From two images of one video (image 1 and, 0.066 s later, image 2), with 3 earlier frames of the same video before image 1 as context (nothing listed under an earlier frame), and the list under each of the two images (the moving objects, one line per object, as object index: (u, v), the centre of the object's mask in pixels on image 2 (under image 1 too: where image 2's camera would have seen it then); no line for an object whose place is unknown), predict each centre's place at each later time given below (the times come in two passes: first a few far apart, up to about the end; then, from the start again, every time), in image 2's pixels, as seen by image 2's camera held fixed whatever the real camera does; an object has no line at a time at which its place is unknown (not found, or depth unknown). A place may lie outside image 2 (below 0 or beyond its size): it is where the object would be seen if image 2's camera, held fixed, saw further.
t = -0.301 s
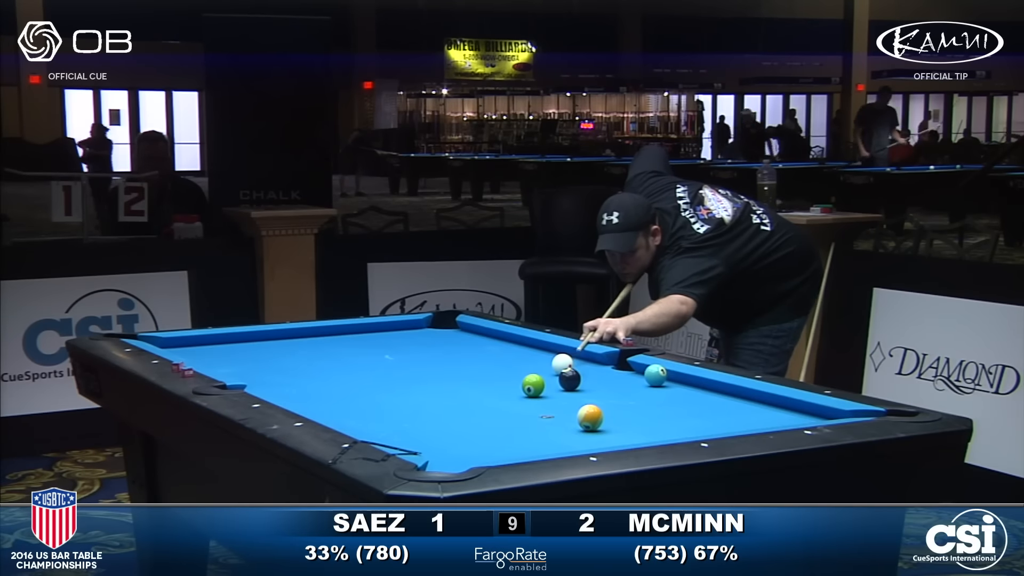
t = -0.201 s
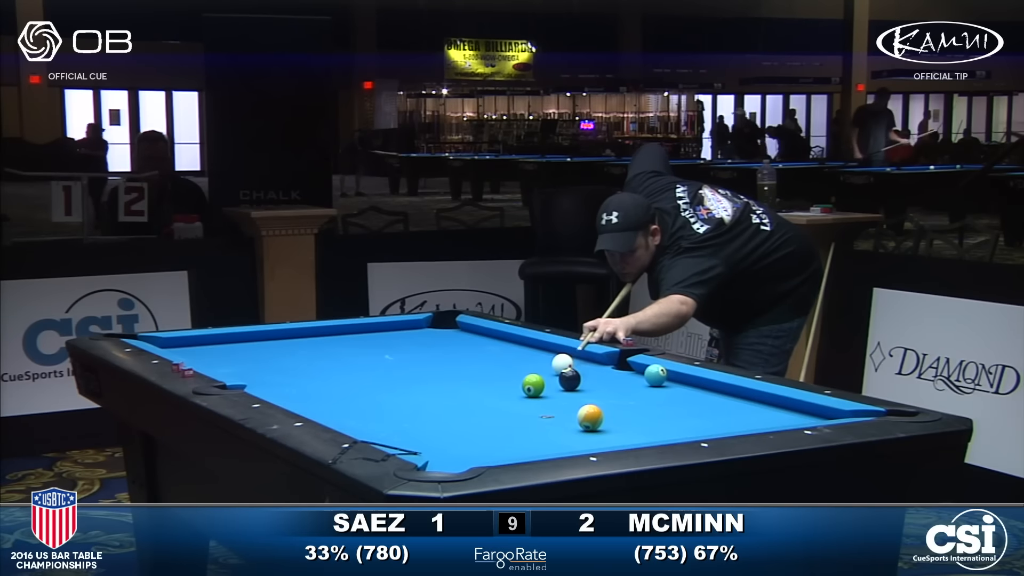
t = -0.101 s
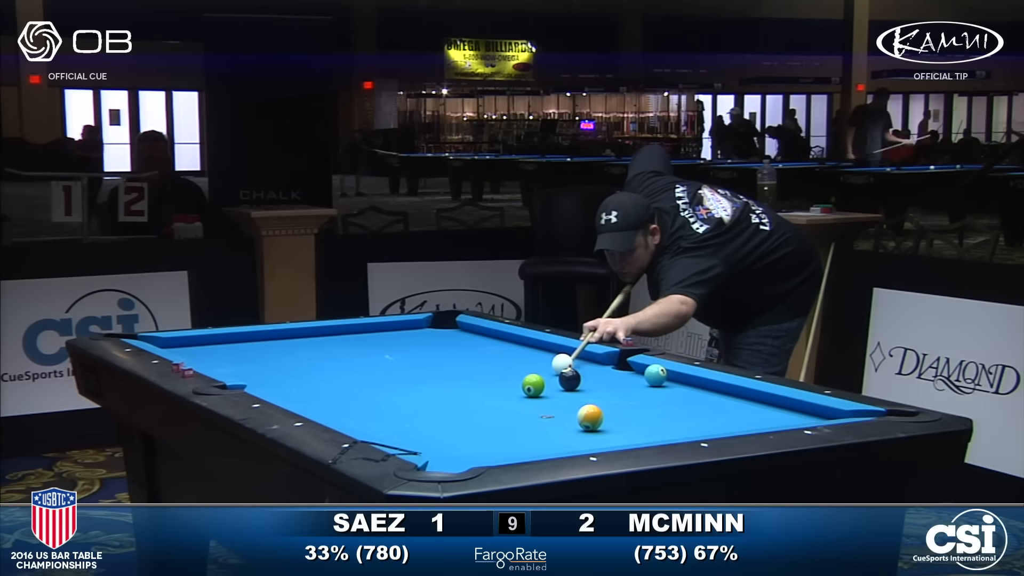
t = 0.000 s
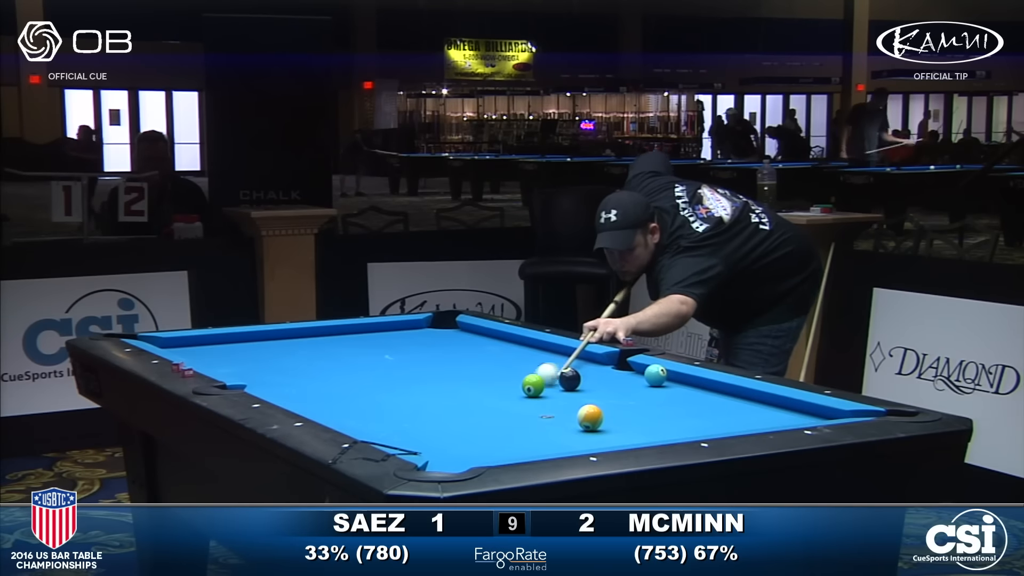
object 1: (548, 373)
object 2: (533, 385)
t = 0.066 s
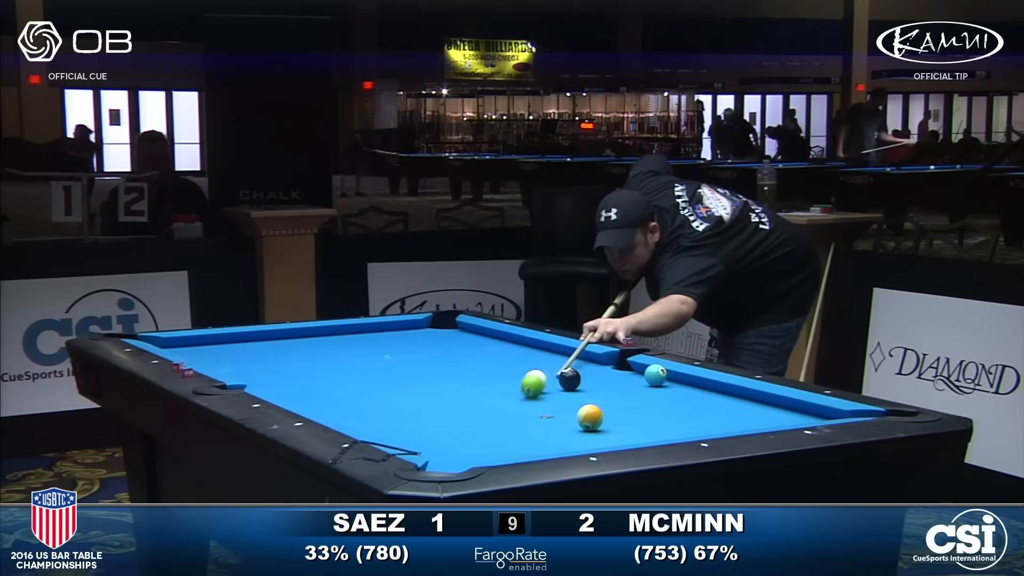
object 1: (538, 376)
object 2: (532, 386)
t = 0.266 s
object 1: (528, 379)
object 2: (510, 411)
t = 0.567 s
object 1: (522, 374)
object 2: (474, 451)
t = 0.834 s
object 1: (518, 371)
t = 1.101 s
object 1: (514, 368)
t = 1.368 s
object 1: (510, 365)
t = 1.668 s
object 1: (508, 363)
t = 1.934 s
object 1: (505, 361)
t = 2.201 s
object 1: (503, 360)
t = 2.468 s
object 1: (502, 358)
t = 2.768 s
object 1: (500, 358)
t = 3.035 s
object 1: (498, 357)
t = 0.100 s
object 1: (535, 377)
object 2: (528, 391)
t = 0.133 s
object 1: (532, 378)
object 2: (524, 395)
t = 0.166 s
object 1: (530, 379)
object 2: (521, 399)
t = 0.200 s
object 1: (529, 380)
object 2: (517, 403)
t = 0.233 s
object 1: (529, 379)
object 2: (513, 407)
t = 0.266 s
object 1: (528, 379)
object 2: (510, 411)
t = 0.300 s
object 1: (527, 378)
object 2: (506, 415)
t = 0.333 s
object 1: (527, 377)
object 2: (502, 419)
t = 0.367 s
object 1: (526, 377)
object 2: (499, 423)
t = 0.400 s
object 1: (526, 377)
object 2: (495, 427)
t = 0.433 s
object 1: (525, 376)
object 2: (491, 431)
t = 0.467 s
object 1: (524, 375)
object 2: (487, 436)
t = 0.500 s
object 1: (524, 375)
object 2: (483, 441)
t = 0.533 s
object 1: (523, 375)
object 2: (478, 446)
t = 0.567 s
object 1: (522, 374)
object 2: (474, 451)
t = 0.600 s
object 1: (522, 374)
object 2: (469, 455)
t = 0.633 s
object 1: (521, 373)
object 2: (464, 458)
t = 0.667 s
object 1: (521, 373)
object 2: (459, 462)
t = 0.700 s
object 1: (520, 372)
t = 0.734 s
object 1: (520, 372)
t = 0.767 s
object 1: (519, 372)
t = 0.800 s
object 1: (519, 371)
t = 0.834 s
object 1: (518, 371)
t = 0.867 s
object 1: (518, 370)
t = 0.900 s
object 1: (517, 370)
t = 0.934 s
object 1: (517, 370)
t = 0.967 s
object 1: (516, 369)
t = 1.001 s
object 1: (516, 369)
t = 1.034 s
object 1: (515, 368)
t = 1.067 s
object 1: (515, 368)
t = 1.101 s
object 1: (514, 368)
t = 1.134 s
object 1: (513, 367)
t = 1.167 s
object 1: (513, 367)
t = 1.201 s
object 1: (512, 367)
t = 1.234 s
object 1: (512, 366)
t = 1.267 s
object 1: (512, 366)
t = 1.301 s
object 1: (511, 366)
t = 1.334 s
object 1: (511, 366)
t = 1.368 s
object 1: (510, 365)
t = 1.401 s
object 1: (510, 365)
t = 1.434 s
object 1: (510, 365)
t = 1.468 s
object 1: (509, 364)
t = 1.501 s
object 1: (509, 364)
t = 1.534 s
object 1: (509, 364)
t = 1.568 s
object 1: (508, 364)
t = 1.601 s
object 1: (508, 363)
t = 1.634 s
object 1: (508, 363)
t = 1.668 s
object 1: (508, 363)
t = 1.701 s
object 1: (507, 363)
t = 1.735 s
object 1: (507, 362)
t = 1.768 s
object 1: (507, 362)
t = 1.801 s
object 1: (507, 362)
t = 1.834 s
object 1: (506, 362)
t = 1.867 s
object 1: (506, 361)
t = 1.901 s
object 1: (506, 361)
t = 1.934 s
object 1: (505, 361)
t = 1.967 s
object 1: (505, 361)
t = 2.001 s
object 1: (505, 361)
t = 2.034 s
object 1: (505, 360)
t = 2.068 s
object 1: (504, 360)
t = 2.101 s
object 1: (504, 360)
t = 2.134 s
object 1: (504, 360)
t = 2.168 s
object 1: (504, 360)
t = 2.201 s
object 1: (503, 360)
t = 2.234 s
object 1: (503, 359)
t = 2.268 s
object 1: (503, 359)
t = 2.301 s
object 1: (503, 359)
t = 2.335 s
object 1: (503, 359)
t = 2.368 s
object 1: (503, 359)
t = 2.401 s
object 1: (502, 359)
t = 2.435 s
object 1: (502, 359)
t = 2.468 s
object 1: (502, 358)
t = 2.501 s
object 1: (502, 358)
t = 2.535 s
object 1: (502, 358)
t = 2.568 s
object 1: (502, 358)
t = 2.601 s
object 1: (501, 358)
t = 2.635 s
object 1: (501, 358)
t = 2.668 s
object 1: (501, 358)
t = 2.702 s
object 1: (501, 358)
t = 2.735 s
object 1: (500, 358)
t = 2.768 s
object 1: (500, 358)
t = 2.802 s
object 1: (500, 358)
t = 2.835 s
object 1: (500, 358)
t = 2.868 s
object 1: (499, 357)
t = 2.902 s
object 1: (499, 357)
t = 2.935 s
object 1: (499, 357)
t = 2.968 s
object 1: (499, 357)
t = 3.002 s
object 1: (498, 357)
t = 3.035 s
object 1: (498, 357)
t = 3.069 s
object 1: (498, 357)
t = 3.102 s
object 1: (498, 357)
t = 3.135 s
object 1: (498, 357)
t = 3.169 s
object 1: (498, 357)
